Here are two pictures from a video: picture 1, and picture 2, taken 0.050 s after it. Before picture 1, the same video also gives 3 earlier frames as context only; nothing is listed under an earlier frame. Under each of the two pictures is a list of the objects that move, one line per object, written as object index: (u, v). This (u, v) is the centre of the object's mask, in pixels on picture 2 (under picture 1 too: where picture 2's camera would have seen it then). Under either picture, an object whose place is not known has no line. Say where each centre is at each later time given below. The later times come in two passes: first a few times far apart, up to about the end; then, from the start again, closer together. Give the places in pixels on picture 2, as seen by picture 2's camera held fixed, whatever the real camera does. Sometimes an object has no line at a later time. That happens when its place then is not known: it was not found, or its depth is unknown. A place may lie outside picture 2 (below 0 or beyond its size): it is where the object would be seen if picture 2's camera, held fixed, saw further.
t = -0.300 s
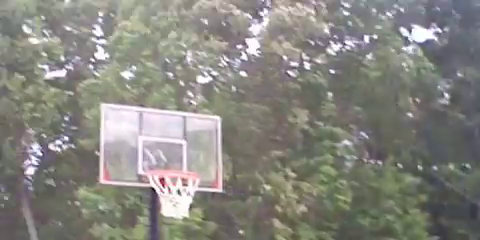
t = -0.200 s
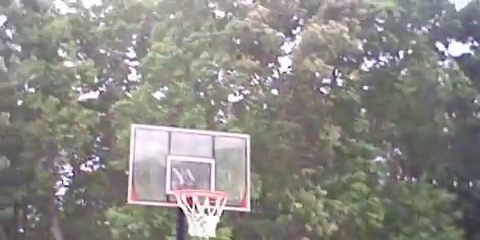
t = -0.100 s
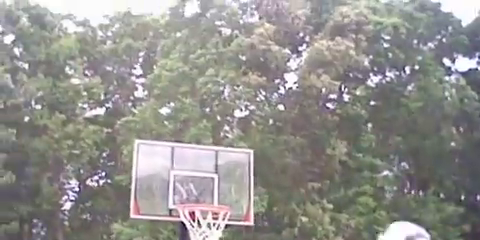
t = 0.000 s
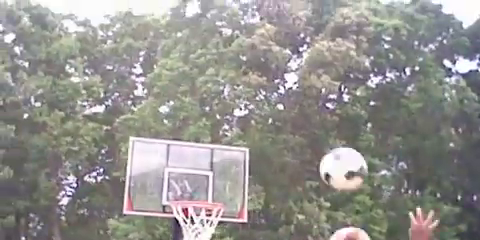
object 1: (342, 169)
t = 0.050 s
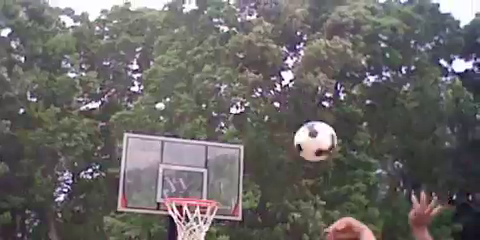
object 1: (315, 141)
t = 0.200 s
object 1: (259, 102)
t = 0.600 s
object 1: (184, 139)
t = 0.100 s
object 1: (290, 121)
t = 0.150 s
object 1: (272, 106)
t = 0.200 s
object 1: (259, 102)
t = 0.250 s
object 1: (246, 98)
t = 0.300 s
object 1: (236, 94)
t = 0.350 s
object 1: (224, 95)
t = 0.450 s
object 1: (208, 107)
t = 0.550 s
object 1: (194, 128)
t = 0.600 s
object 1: (184, 139)
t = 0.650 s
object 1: (177, 157)
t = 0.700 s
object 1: (172, 175)
